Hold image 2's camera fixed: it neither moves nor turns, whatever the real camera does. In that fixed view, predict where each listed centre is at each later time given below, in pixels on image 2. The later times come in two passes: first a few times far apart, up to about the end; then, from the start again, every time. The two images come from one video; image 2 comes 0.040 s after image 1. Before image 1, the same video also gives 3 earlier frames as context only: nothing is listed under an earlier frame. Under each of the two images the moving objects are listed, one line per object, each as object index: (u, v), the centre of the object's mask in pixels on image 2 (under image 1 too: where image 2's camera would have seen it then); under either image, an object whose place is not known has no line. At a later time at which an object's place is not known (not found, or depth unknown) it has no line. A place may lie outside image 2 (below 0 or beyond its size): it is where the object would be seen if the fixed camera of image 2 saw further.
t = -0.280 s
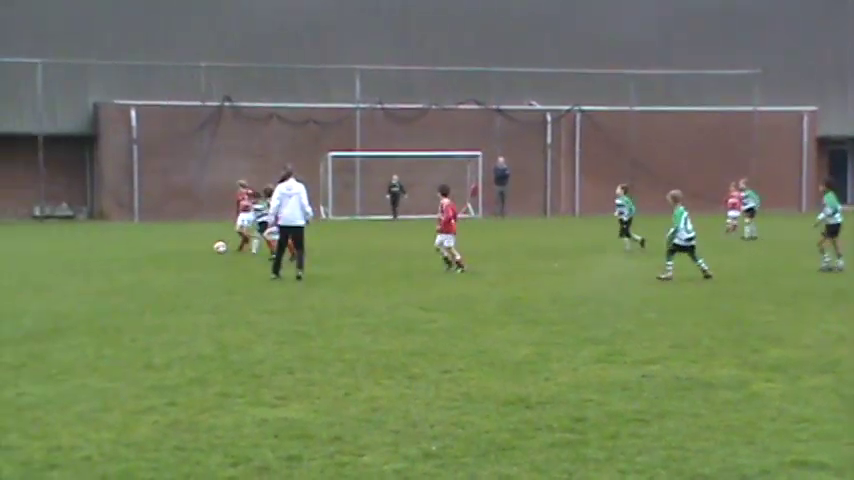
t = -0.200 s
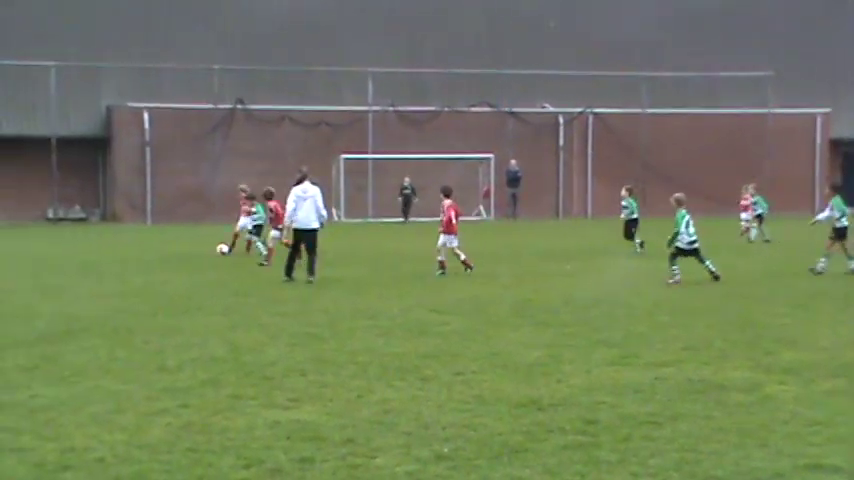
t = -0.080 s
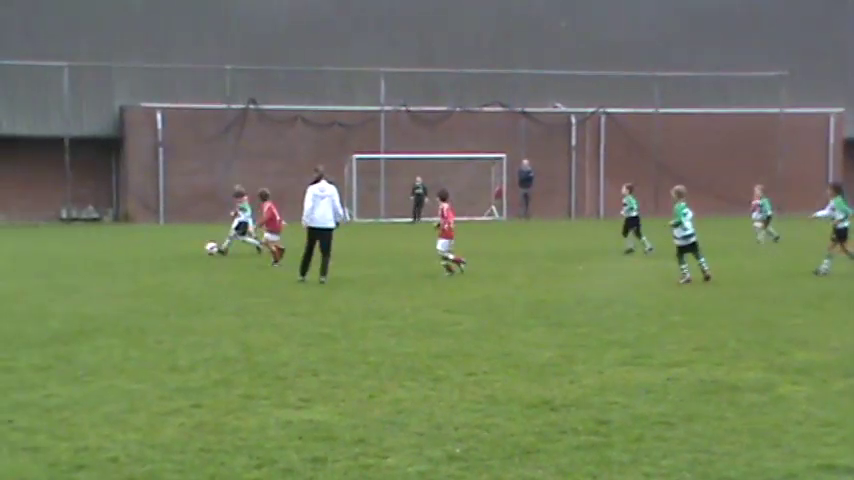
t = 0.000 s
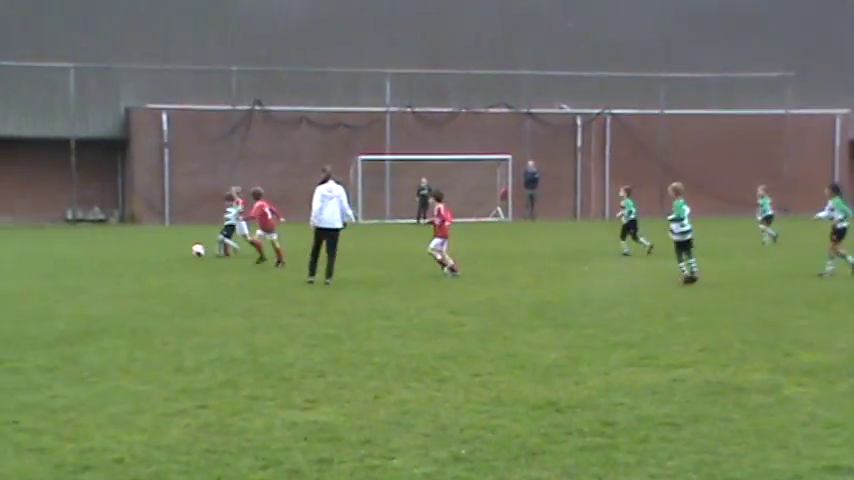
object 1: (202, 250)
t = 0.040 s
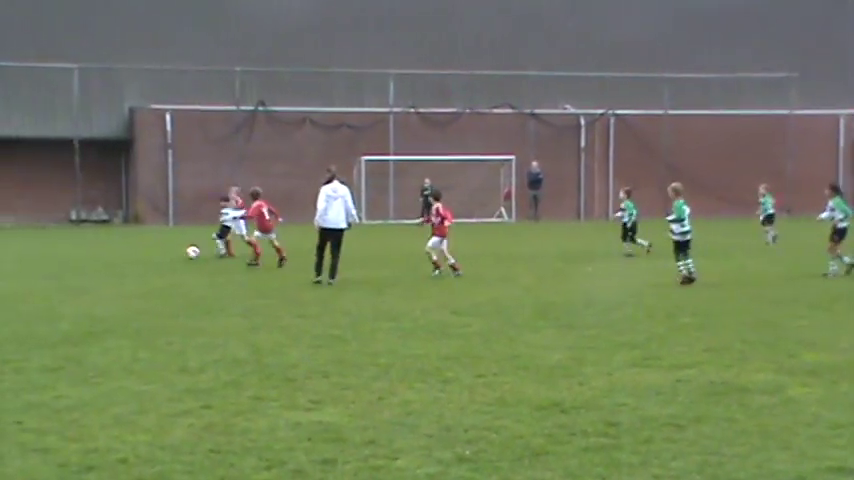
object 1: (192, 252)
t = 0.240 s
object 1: (145, 261)
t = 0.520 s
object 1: (89, 270)
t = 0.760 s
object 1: (34, 277)
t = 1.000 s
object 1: (-14, 277)
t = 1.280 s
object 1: (-73, 288)
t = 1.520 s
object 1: (-123, 293)
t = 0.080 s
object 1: (182, 254)
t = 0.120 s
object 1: (172, 258)
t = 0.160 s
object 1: (164, 259)
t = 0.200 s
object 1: (155, 261)
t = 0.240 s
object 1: (145, 261)
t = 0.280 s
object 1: (136, 262)
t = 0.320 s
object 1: (133, 264)
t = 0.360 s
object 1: (126, 265)
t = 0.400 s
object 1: (117, 265)
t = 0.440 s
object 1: (108, 266)
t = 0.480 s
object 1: (98, 267)
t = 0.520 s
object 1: (89, 270)
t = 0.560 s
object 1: (79, 271)
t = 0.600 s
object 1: (71, 271)
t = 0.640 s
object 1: (62, 271)
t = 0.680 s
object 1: (52, 272)
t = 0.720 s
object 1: (43, 275)
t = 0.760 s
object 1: (34, 277)
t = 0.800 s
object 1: (26, 275)
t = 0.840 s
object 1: (19, 272)
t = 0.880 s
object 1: (11, 272)
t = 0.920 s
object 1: (2, 272)
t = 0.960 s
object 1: (-6, 274)
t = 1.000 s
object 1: (-14, 277)
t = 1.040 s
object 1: (-23, 281)
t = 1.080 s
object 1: (-31, 284)
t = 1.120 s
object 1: (-40, 283)
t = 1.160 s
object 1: (-48, 283)
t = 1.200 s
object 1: (-56, 283)
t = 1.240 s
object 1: (-65, 285)
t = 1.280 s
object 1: (-73, 288)
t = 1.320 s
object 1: (-81, 290)
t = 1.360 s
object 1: (-89, 290)
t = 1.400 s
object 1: (-98, 290)
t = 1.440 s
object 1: (-106, 290)
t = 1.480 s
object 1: (-115, 292)
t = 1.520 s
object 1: (-123, 293)
